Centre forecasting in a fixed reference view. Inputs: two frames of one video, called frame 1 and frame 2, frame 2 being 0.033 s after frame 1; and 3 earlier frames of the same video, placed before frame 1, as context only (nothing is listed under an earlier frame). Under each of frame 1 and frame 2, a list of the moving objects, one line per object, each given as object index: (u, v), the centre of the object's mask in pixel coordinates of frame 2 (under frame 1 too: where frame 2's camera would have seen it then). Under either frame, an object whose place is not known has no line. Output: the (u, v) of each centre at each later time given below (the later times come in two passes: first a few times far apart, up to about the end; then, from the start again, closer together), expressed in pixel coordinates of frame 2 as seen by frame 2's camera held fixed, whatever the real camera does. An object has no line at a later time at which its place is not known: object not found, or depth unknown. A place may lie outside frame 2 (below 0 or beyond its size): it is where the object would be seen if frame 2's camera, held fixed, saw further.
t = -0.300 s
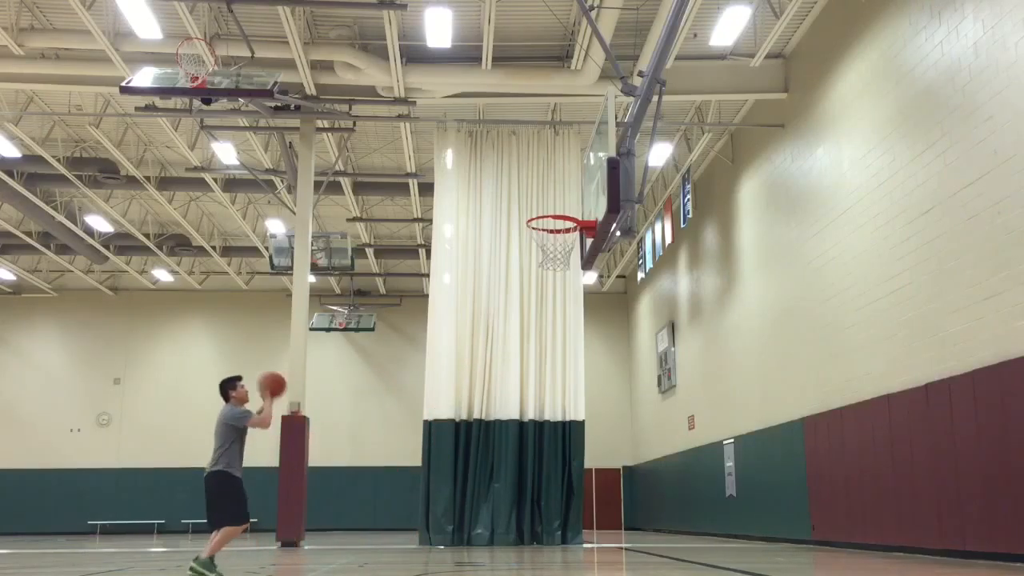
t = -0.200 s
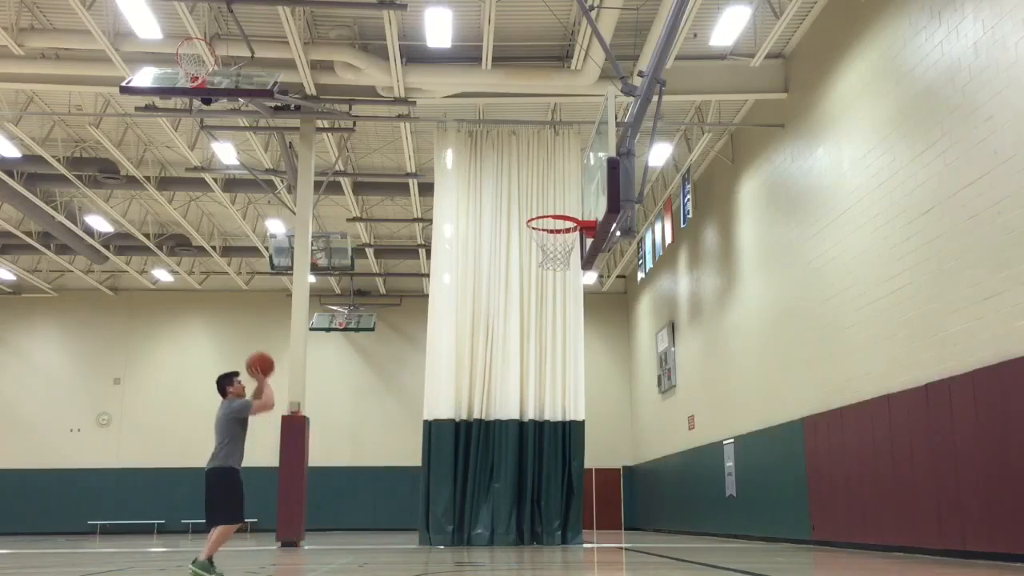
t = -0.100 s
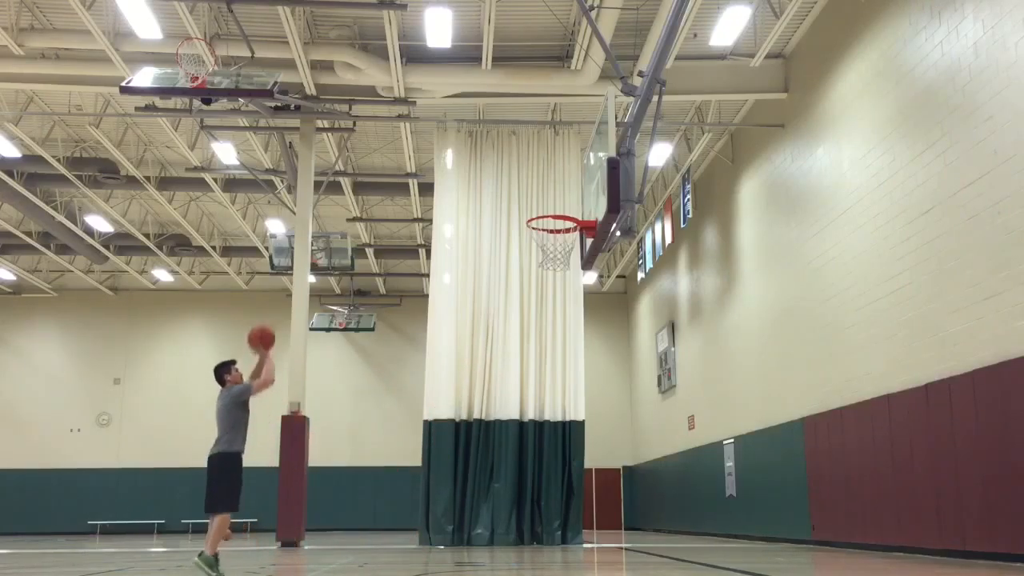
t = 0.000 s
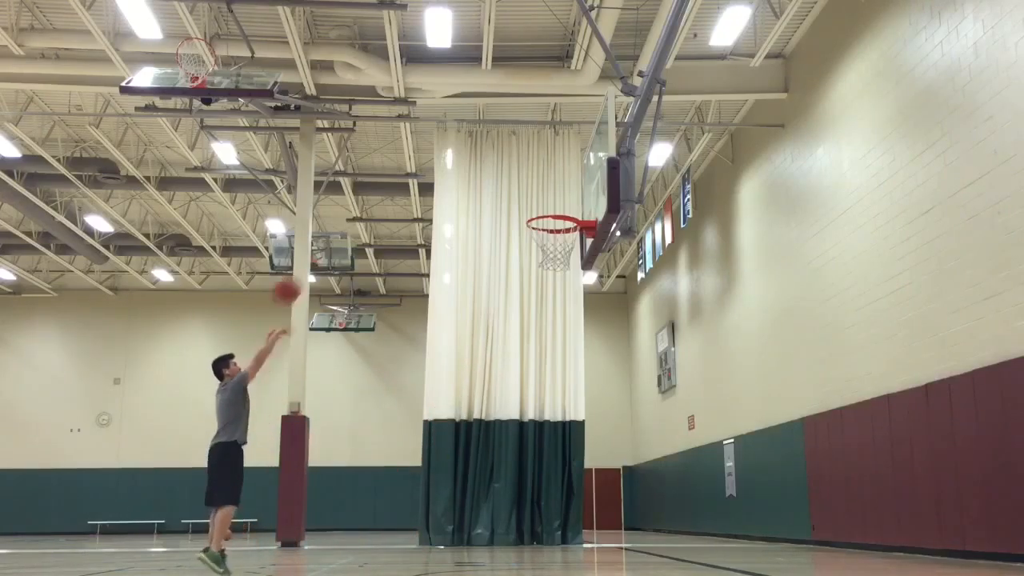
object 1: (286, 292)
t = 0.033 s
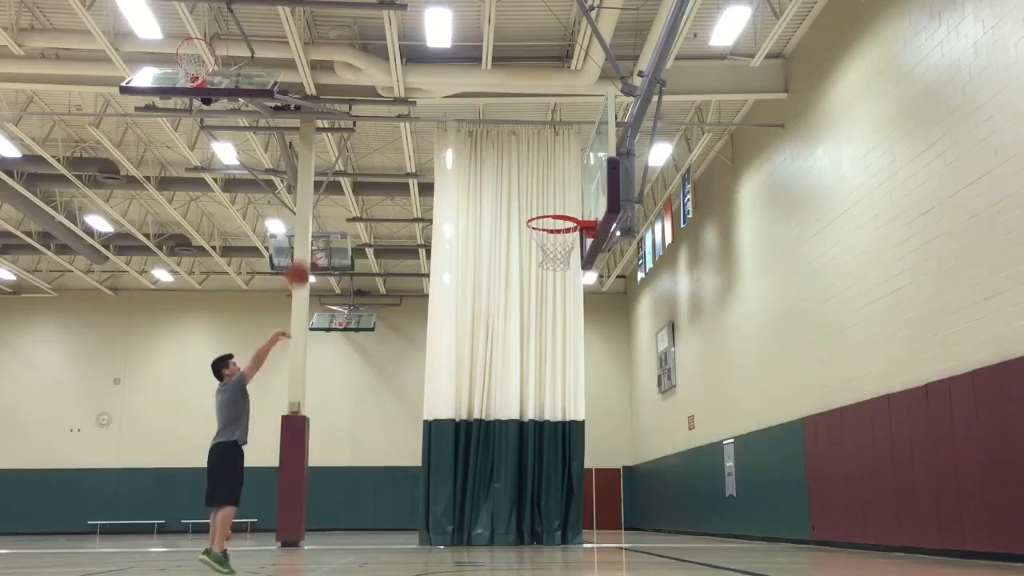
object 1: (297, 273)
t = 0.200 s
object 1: (354, 209)
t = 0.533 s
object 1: (459, 167)
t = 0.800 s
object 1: (541, 213)
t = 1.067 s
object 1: (587, 276)
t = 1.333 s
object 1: (614, 381)
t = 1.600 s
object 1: (644, 551)
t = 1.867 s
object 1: (615, 417)
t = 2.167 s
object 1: (585, 366)
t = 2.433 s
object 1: (561, 405)
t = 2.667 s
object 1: (540, 513)
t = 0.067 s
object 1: (309, 258)
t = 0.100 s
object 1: (321, 245)
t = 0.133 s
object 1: (332, 231)
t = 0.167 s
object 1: (343, 219)
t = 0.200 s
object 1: (354, 209)
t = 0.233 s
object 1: (365, 200)
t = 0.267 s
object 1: (374, 193)
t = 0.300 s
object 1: (385, 185)
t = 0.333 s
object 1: (397, 181)
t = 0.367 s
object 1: (407, 175)
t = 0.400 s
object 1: (417, 171)
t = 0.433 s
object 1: (428, 168)
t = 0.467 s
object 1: (437, 167)
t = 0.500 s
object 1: (448, 166)
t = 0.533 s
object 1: (459, 167)
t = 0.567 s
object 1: (468, 169)
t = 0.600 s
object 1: (479, 172)
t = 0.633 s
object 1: (489, 177)
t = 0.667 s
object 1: (499, 182)
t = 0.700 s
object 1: (510, 188)
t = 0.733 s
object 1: (520, 196)
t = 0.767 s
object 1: (530, 205)
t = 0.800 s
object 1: (541, 213)
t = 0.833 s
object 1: (551, 227)
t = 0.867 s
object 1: (563, 239)
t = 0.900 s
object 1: (570, 249)
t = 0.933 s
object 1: (575, 253)
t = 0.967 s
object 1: (577, 256)
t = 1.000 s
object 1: (579, 261)
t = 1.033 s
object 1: (584, 267)
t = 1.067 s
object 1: (587, 276)
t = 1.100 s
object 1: (590, 283)
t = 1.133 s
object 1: (593, 294)
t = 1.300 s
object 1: (611, 362)
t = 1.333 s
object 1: (614, 381)
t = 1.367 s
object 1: (618, 400)
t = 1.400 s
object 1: (622, 422)
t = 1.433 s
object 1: (626, 444)
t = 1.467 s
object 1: (630, 468)
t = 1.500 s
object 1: (636, 493)
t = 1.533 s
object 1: (639, 517)
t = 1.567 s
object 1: (643, 549)
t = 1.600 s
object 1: (644, 551)
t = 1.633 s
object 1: (640, 529)
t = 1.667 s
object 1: (637, 510)
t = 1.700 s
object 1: (633, 491)
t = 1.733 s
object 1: (629, 475)
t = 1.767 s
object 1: (625, 457)
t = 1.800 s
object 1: (622, 443)
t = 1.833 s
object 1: (618, 430)
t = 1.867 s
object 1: (615, 417)
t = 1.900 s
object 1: (611, 407)
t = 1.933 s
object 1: (608, 397)
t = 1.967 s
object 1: (605, 389)
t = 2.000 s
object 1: (601, 382)
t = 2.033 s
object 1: (598, 376)
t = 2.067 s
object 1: (595, 372)
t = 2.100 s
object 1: (592, 369)
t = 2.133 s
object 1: (588, 367)
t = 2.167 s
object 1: (585, 366)
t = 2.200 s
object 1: (582, 367)
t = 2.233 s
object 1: (579, 368)
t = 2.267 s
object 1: (576, 371)
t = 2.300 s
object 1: (573, 376)
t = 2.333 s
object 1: (570, 381)
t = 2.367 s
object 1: (567, 388)
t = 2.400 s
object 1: (564, 396)
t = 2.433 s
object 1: (561, 405)
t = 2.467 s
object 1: (558, 417)
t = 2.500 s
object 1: (554, 430)
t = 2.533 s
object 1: (551, 443)
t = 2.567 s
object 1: (549, 458)
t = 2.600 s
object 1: (546, 474)
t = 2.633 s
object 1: (543, 493)
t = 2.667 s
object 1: (540, 513)
